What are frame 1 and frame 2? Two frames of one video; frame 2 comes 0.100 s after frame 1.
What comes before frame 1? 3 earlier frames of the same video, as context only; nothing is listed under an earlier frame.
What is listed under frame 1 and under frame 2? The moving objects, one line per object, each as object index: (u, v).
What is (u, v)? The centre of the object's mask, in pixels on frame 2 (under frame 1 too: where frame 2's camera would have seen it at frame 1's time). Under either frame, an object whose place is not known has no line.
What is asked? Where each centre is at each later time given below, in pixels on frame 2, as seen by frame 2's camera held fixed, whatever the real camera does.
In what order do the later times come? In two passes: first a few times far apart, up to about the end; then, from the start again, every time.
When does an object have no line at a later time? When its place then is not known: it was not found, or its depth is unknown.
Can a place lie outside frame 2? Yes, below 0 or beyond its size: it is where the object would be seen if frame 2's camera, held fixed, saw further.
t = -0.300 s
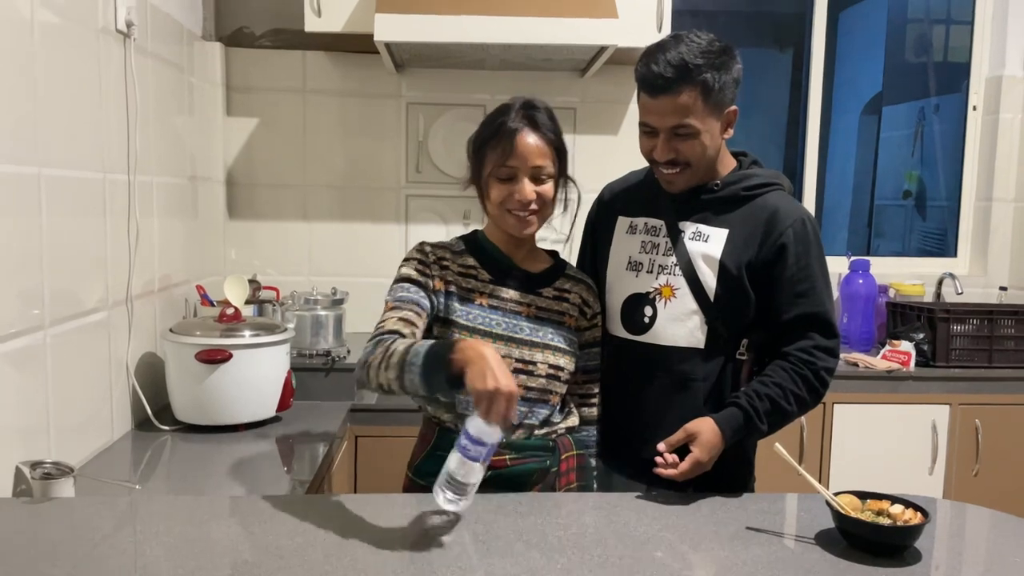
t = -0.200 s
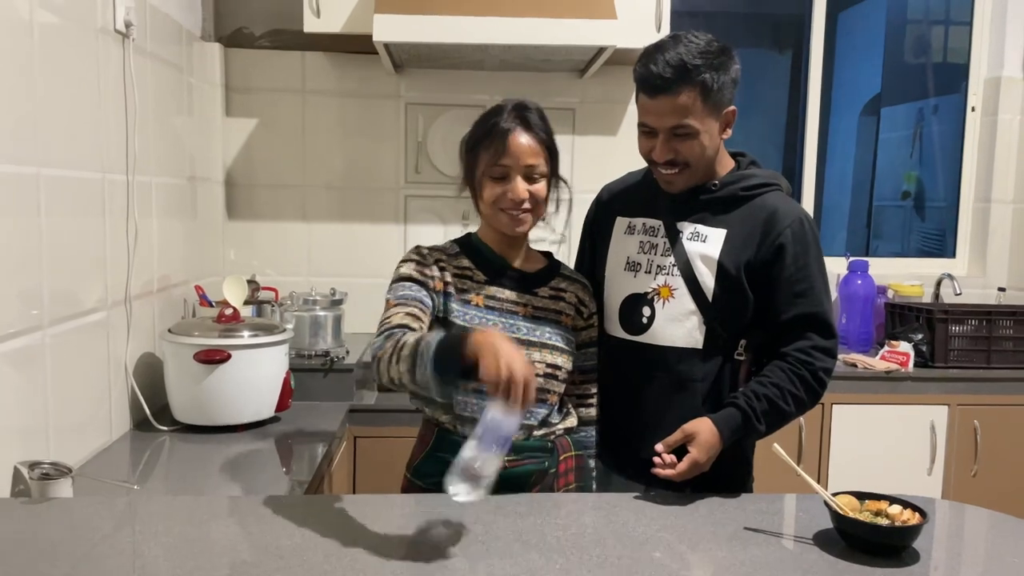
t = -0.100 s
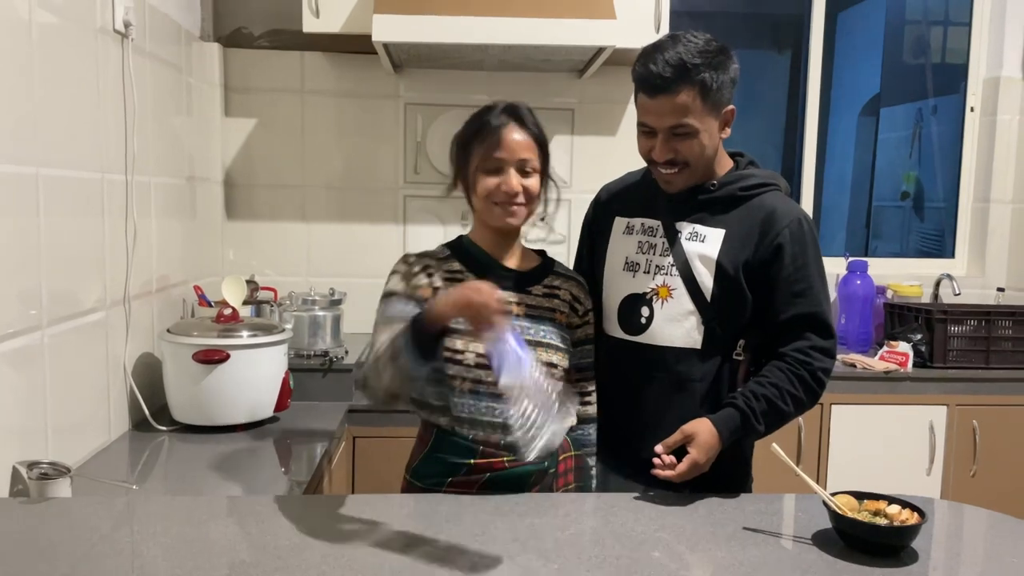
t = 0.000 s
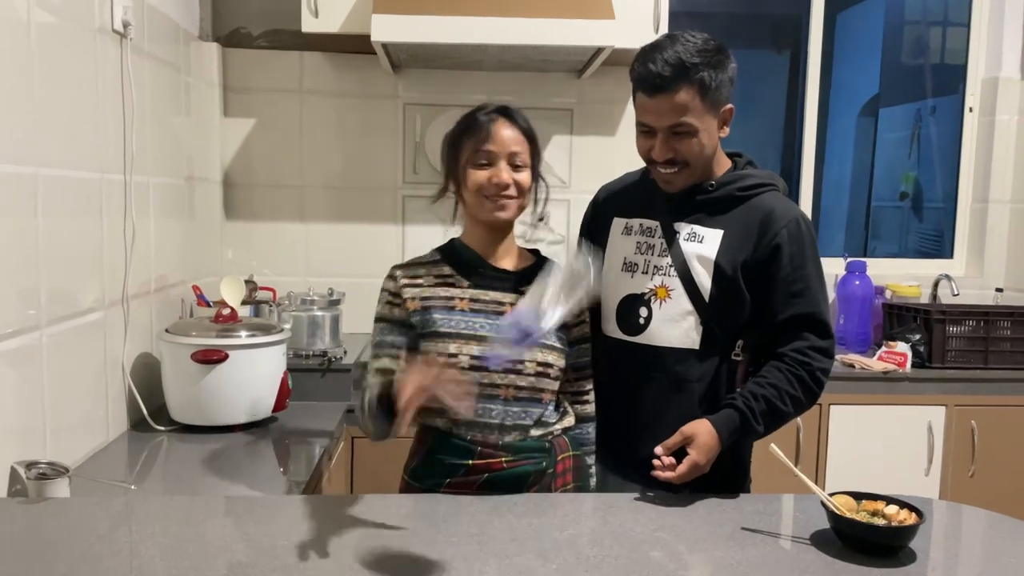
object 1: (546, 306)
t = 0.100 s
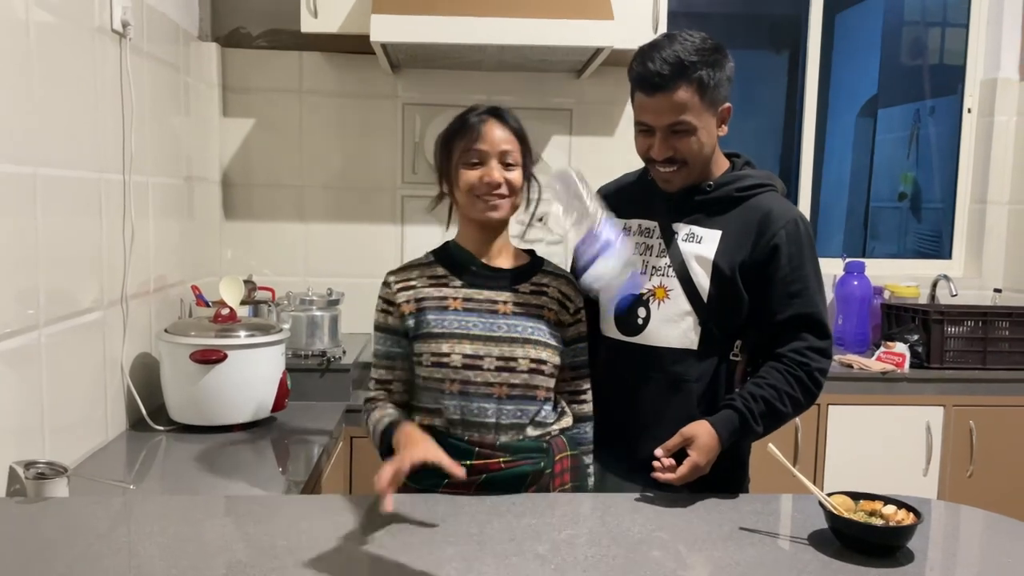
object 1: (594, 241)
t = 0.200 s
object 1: (612, 222)
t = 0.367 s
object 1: (635, 383)
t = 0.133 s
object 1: (603, 221)
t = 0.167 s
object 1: (609, 216)
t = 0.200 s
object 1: (612, 222)
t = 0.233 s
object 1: (615, 236)
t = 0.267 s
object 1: (621, 258)
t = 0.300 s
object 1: (625, 292)
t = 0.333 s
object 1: (630, 335)
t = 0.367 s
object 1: (635, 383)
